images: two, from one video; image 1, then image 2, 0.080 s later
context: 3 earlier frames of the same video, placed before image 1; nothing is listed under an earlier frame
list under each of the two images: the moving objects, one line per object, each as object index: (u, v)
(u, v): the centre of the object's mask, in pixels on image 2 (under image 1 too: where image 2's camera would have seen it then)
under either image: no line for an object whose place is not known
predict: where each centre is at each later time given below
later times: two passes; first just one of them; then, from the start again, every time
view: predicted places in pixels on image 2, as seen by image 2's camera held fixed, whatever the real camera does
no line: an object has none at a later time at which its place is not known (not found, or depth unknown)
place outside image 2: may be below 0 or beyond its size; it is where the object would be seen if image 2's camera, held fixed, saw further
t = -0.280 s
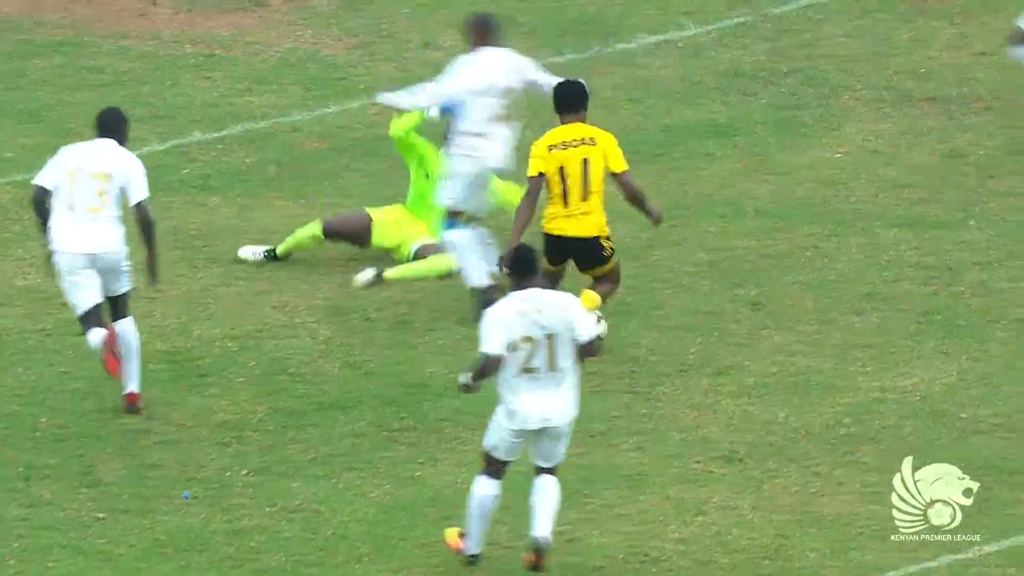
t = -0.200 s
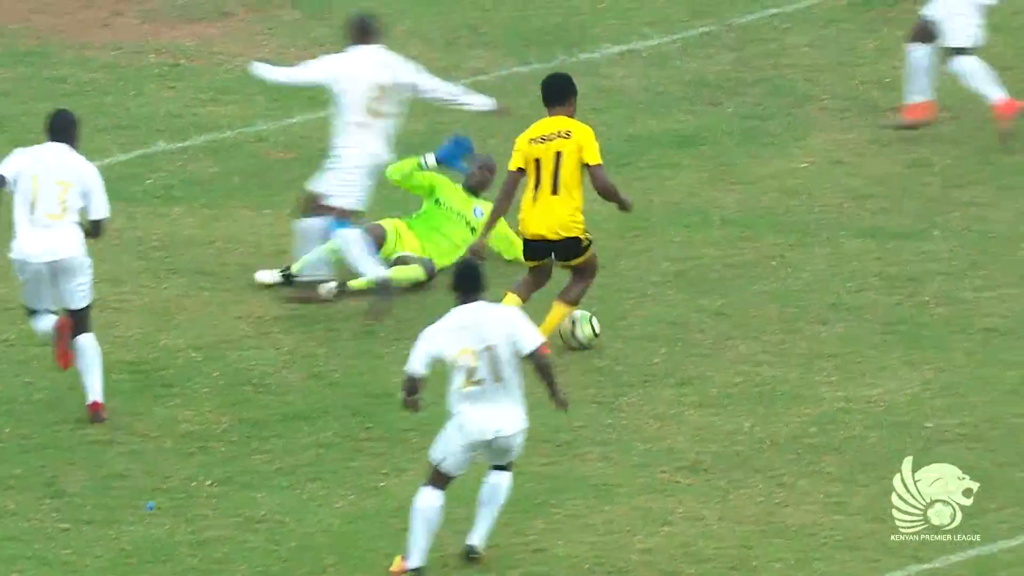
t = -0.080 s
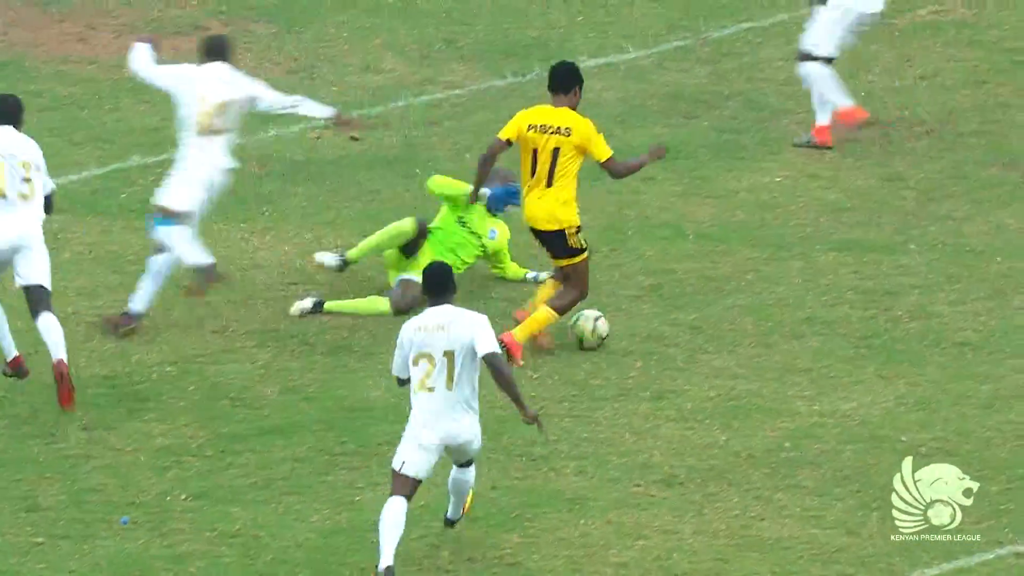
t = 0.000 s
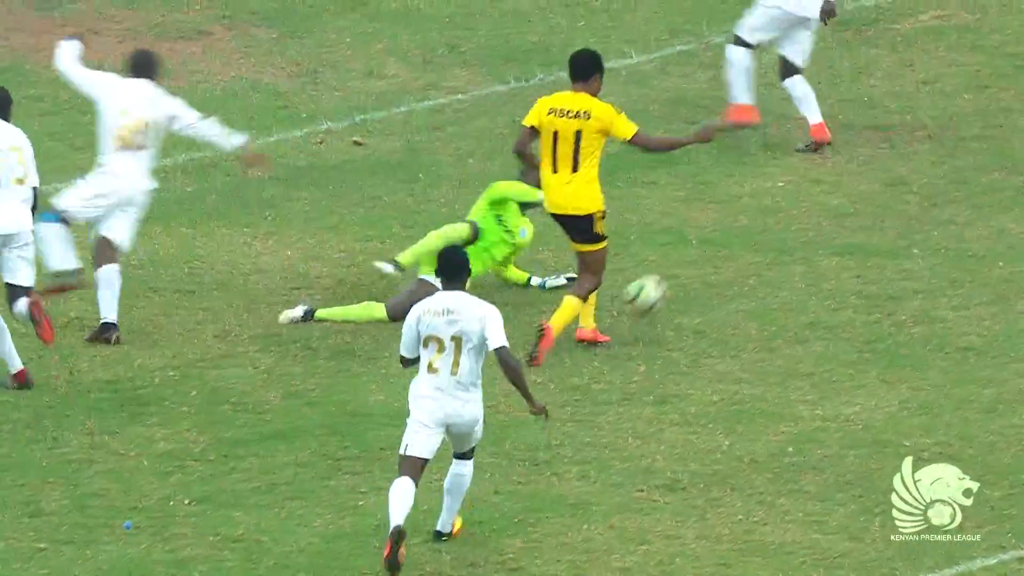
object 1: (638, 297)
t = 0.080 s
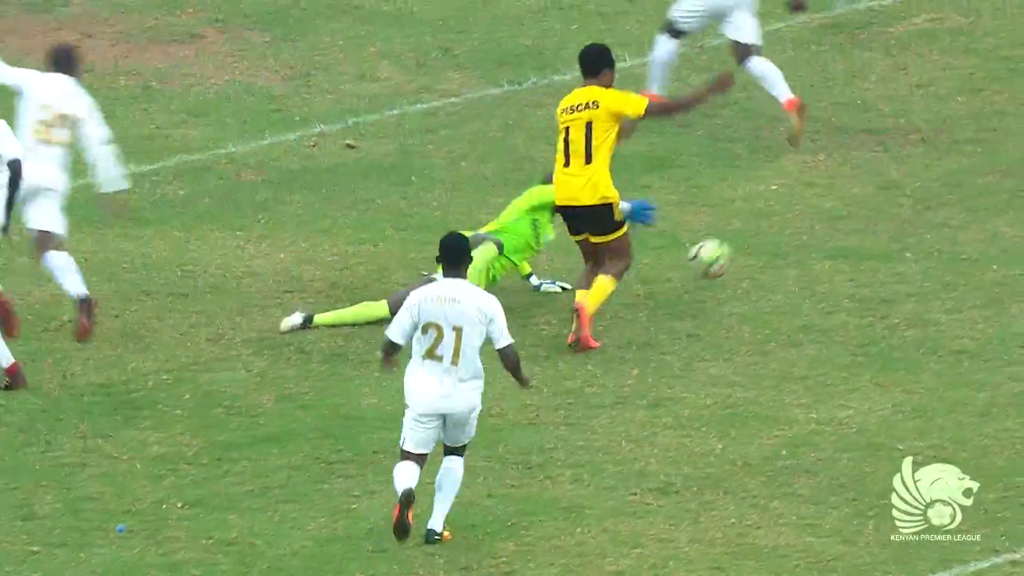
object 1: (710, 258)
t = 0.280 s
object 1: (880, 212)
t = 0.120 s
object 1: (745, 242)
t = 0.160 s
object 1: (779, 230)
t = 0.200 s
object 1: (814, 220)
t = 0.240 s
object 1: (848, 213)
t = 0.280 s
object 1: (880, 212)
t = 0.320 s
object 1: (913, 211)
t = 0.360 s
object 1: (947, 213)
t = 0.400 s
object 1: (981, 218)
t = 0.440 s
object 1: (1015, 224)
